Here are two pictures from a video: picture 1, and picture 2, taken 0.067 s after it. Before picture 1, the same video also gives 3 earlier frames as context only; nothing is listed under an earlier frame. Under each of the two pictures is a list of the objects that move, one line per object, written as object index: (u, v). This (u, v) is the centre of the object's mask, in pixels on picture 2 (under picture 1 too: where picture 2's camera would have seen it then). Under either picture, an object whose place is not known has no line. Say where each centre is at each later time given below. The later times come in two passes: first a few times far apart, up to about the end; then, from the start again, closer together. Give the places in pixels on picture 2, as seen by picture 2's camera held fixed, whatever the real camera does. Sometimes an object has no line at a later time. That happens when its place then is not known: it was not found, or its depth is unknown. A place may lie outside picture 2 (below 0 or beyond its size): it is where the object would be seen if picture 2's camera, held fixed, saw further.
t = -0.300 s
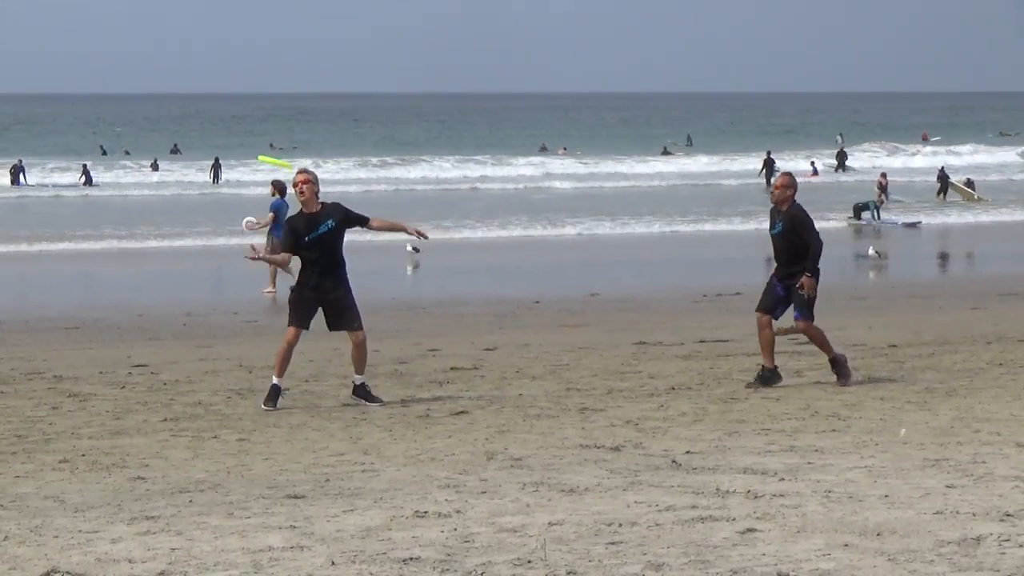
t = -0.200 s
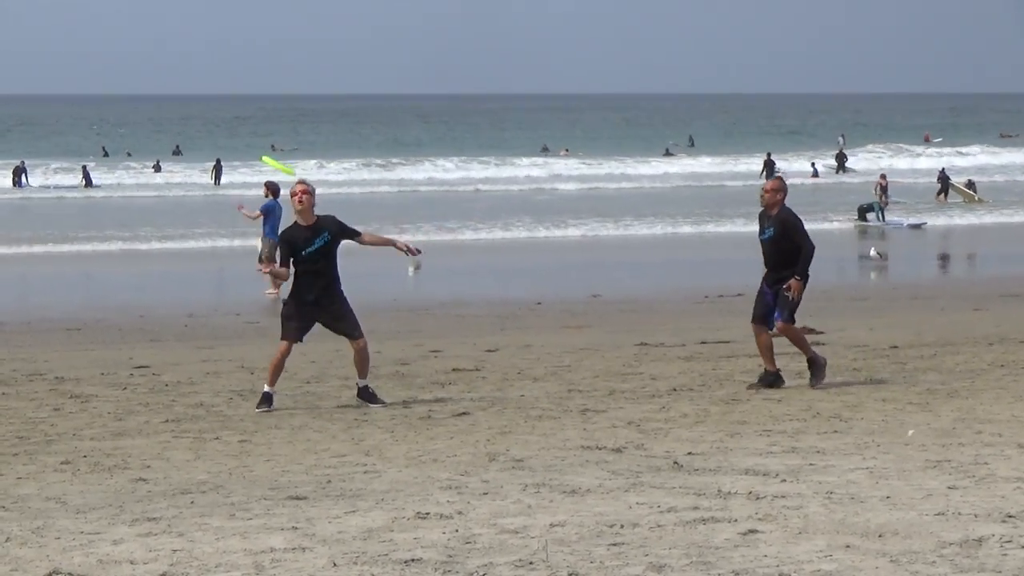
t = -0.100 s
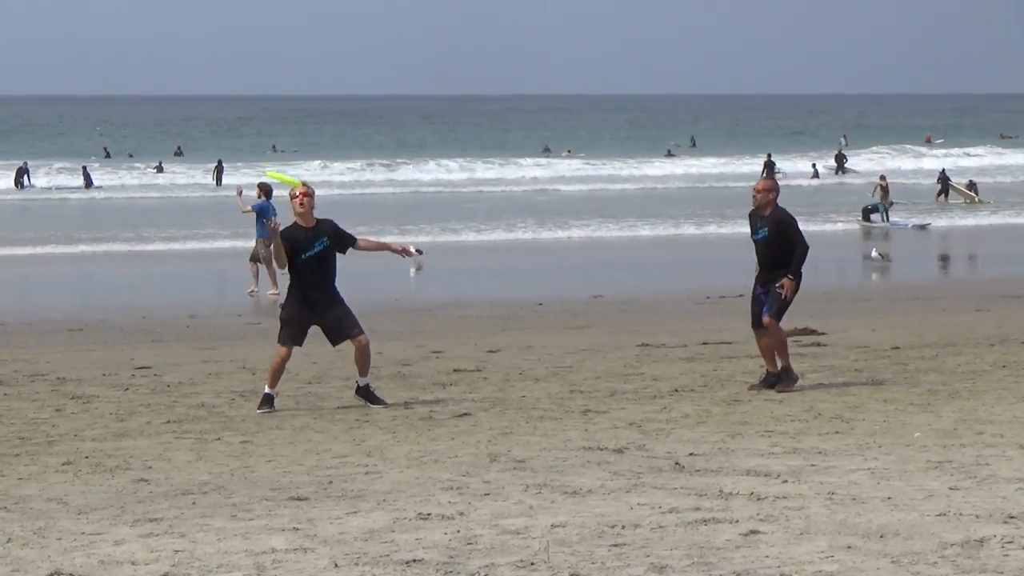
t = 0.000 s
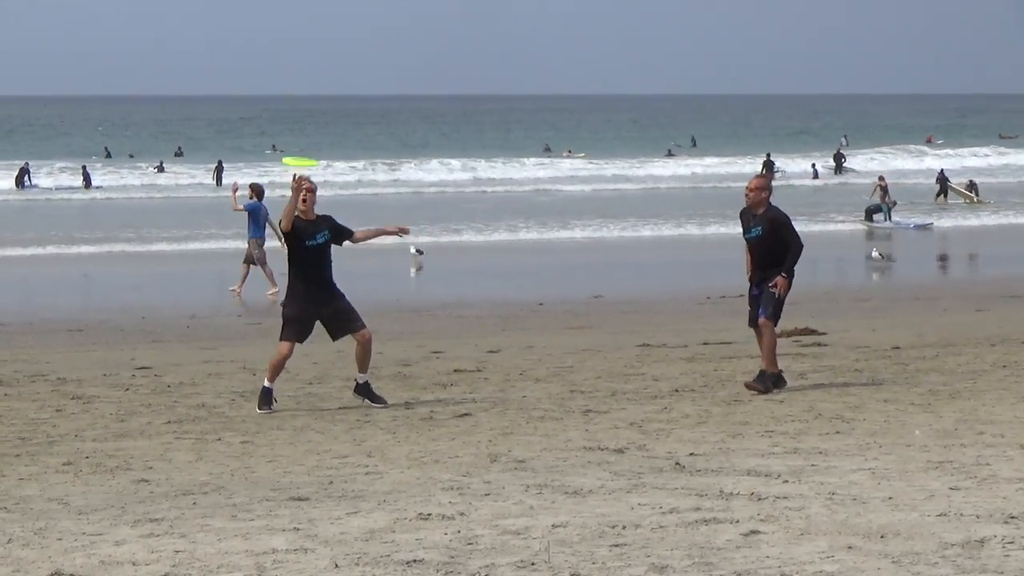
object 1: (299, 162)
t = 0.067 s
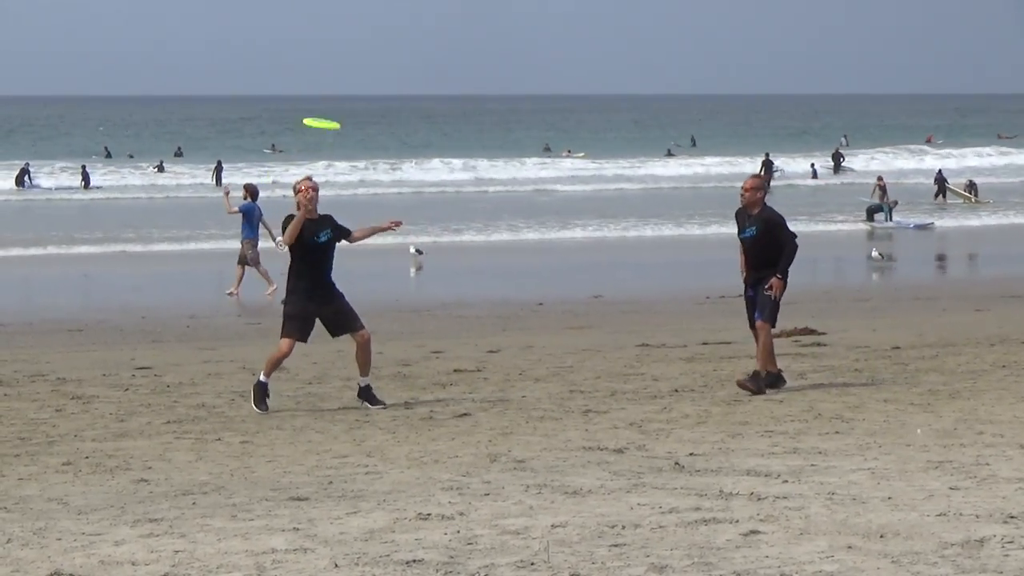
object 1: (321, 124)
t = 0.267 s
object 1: (381, 55)
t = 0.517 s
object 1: (457, 49)
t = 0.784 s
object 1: (538, 118)
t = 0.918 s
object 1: (582, 171)
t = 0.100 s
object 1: (331, 107)
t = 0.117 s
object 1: (336, 100)
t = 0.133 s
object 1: (341, 94)
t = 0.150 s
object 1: (347, 87)
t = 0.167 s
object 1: (352, 82)
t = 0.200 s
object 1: (362, 71)
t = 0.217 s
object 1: (367, 66)
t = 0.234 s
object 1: (372, 62)
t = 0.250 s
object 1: (377, 58)
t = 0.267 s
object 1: (381, 55)
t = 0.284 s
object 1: (387, 52)
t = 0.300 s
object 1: (391, 49)
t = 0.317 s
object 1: (396, 47)
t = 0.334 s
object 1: (401, 45)
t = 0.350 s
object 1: (406, 44)
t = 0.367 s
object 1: (411, 43)
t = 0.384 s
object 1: (417, 42)
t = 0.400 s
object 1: (421, 42)
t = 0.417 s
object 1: (426, 42)
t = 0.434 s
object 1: (432, 42)
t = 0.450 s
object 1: (436, 43)
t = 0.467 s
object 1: (442, 44)
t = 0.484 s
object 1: (446, 45)
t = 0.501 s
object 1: (451, 47)
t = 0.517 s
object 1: (457, 49)
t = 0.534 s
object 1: (461, 51)
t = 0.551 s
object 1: (466, 54)
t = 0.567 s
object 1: (471, 57)
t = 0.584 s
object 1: (476, 60)
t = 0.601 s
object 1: (481, 64)
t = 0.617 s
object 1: (486, 67)
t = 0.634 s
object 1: (491, 71)
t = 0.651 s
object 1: (497, 76)
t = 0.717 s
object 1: (516, 95)
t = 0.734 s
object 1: (522, 101)
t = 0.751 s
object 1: (527, 106)
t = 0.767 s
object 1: (533, 112)
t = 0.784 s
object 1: (538, 118)
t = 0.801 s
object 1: (542, 124)
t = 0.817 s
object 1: (549, 131)
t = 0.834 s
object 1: (554, 137)
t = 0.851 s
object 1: (560, 144)
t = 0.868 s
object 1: (566, 151)
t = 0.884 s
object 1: (572, 157)
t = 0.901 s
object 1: (577, 164)
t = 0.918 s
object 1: (582, 171)
